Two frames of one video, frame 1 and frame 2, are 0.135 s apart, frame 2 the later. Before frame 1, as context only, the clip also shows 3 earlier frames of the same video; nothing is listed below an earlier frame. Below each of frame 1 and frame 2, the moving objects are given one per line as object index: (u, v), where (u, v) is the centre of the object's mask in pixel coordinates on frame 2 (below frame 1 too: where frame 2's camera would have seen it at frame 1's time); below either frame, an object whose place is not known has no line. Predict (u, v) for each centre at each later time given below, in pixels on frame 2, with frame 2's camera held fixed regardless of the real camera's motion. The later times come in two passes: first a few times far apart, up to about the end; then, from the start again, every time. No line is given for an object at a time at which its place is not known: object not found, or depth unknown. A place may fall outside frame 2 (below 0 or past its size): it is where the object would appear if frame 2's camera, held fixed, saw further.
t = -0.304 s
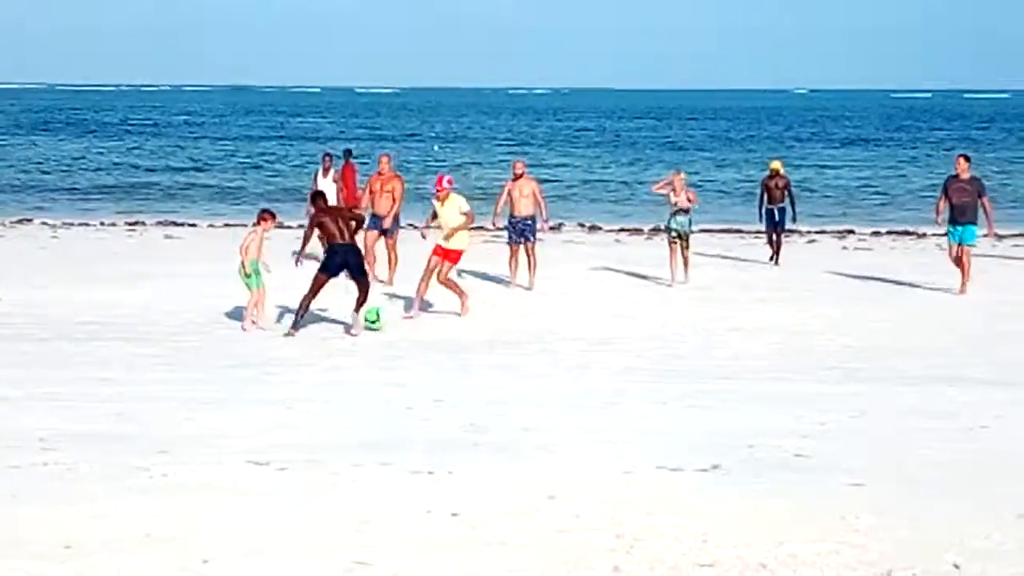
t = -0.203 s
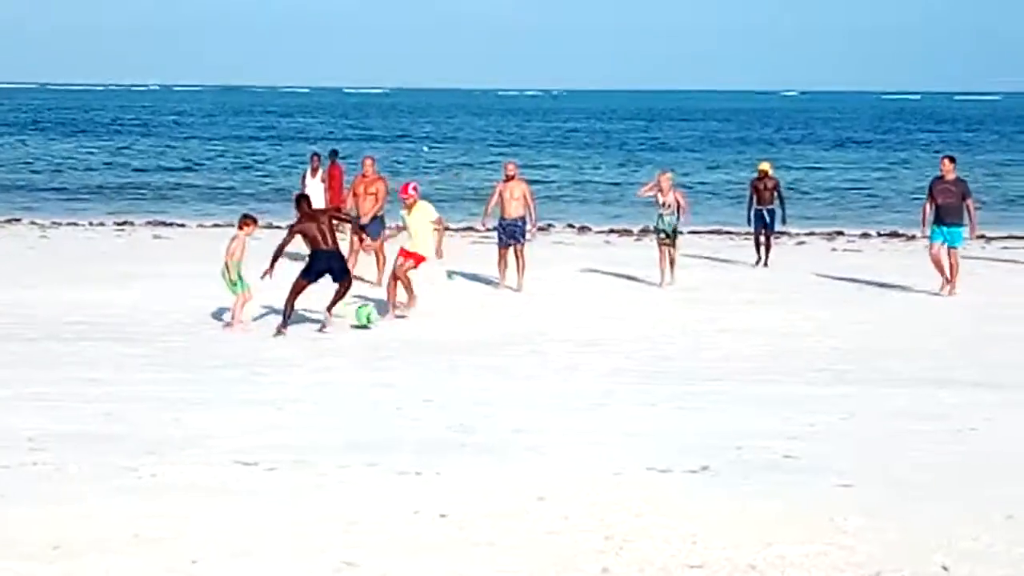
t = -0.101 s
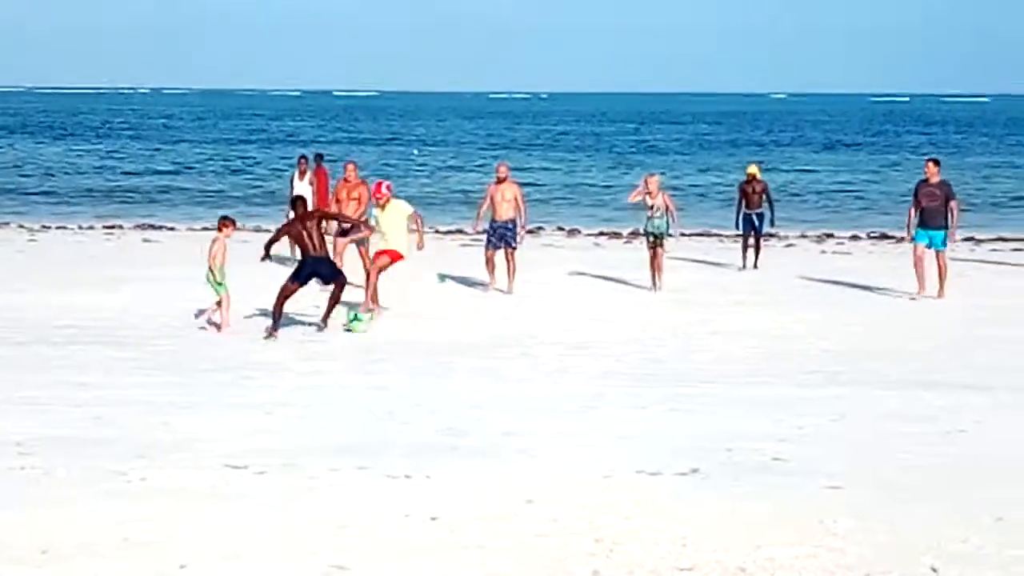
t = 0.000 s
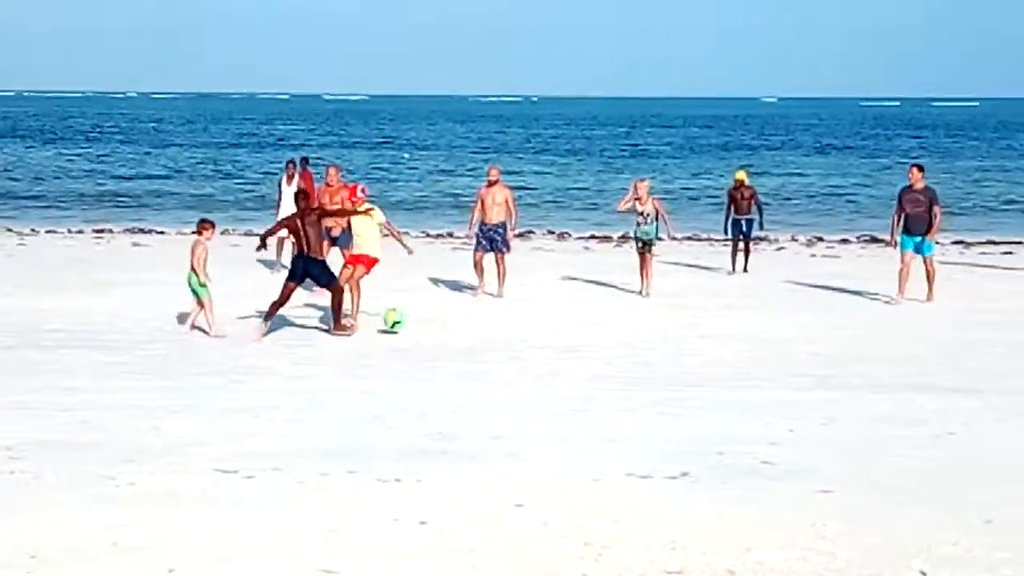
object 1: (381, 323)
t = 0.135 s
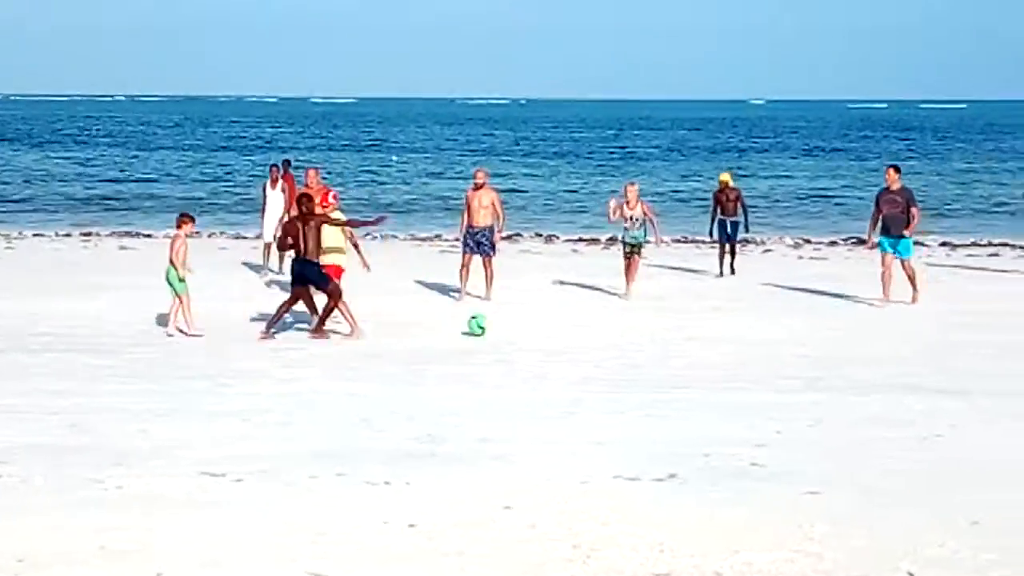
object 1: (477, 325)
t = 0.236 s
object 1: (536, 323)
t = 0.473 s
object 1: (648, 319)
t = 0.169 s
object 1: (500, 325)
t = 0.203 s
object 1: (518, 324)
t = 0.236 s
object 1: (536, 323)
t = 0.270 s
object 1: (554, 322)
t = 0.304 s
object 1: (571, 322)
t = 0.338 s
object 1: (590, 323)
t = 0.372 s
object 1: (607, 325)
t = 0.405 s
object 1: (620, 323)
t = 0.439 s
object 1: (634, 321)
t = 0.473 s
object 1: (648, 319)
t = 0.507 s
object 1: (661, 321)
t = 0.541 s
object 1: (673, 319)
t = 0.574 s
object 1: (687, 321)
